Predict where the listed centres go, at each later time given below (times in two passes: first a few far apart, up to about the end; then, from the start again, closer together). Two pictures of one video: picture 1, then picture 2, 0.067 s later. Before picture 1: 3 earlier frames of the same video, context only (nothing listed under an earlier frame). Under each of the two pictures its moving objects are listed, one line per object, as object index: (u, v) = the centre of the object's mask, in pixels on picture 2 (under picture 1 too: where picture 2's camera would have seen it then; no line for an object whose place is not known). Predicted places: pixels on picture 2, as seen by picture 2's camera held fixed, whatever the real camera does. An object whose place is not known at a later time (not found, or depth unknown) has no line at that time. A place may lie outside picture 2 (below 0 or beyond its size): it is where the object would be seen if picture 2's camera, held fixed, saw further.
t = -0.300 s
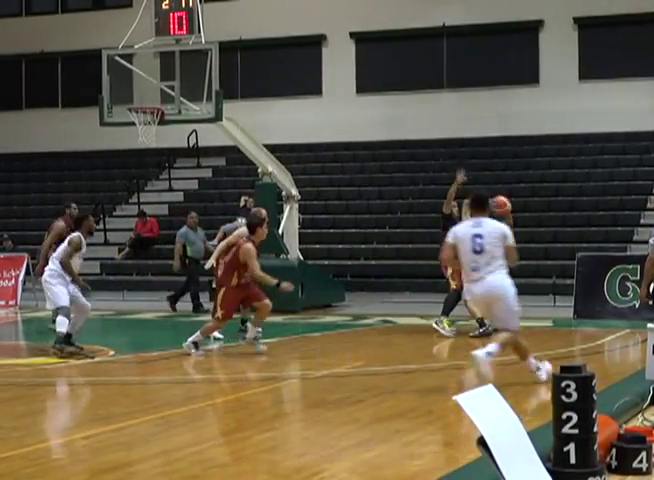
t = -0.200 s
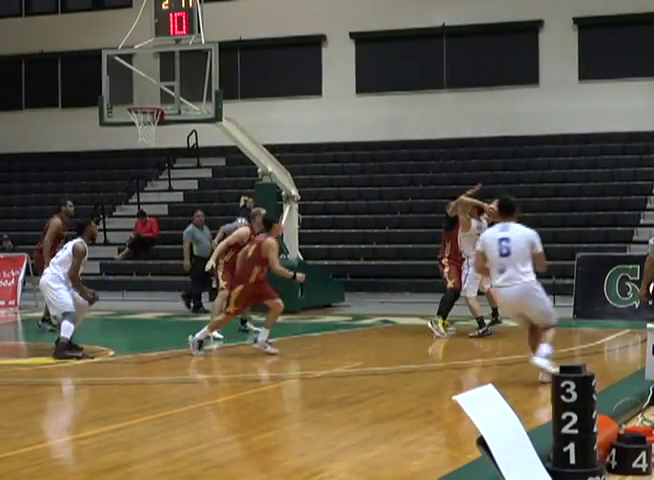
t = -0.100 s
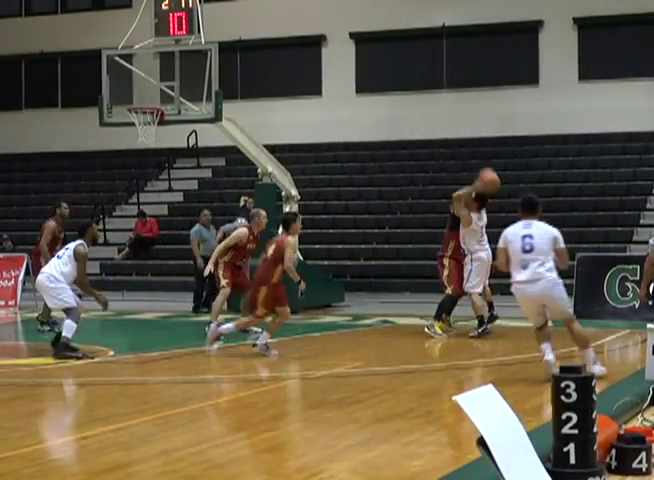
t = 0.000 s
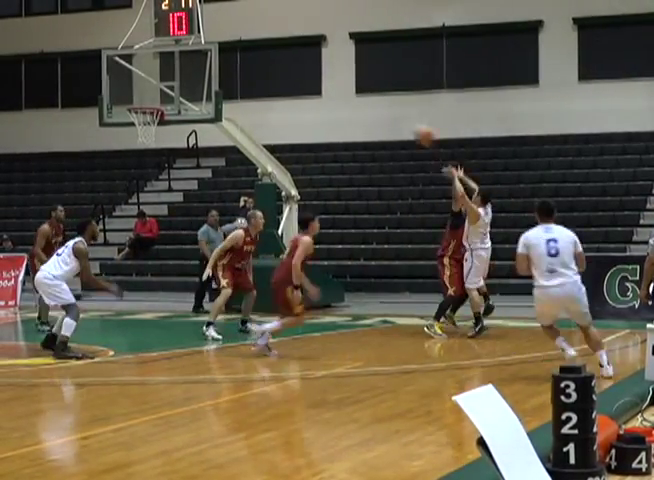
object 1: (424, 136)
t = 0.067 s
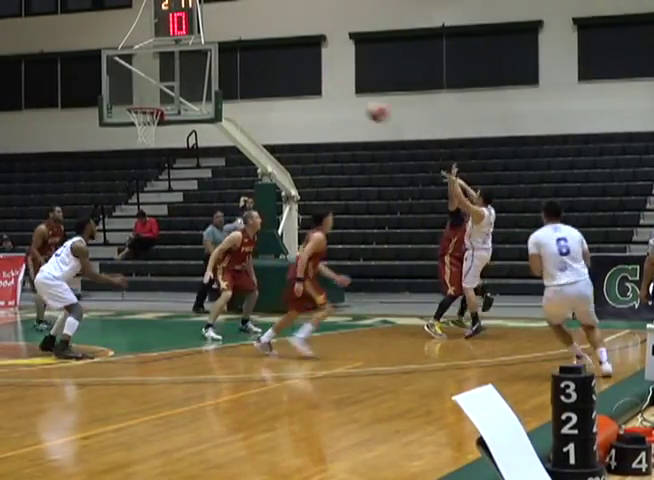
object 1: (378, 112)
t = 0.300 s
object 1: (223, 61)
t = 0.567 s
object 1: (58, 53)
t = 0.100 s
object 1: (355, 103)
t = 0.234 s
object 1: (265, 71)
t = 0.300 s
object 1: (223, 61)
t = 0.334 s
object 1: (200, 57)
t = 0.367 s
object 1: (180, 54)
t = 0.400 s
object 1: (156, 50)
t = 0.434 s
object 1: (138, 50)
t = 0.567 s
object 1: (58, 53)
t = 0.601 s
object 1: (39, 55)
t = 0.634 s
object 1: (20, 59)
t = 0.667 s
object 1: (1, 63)
